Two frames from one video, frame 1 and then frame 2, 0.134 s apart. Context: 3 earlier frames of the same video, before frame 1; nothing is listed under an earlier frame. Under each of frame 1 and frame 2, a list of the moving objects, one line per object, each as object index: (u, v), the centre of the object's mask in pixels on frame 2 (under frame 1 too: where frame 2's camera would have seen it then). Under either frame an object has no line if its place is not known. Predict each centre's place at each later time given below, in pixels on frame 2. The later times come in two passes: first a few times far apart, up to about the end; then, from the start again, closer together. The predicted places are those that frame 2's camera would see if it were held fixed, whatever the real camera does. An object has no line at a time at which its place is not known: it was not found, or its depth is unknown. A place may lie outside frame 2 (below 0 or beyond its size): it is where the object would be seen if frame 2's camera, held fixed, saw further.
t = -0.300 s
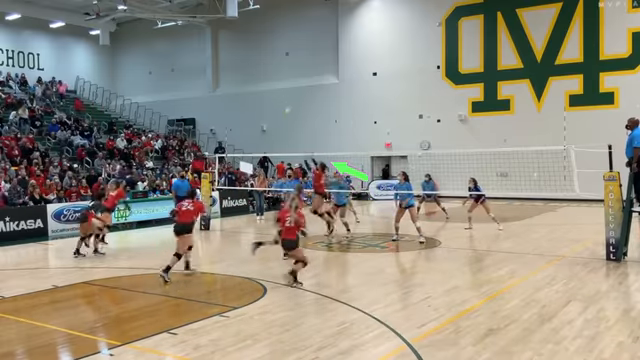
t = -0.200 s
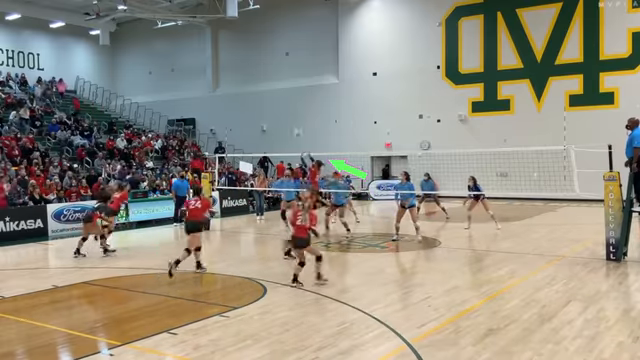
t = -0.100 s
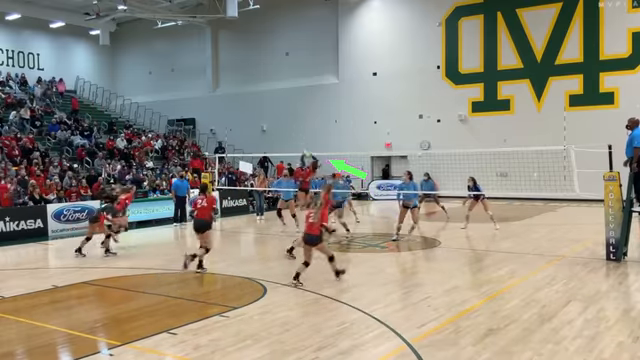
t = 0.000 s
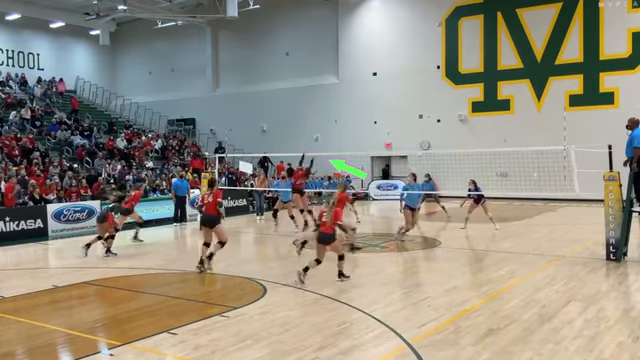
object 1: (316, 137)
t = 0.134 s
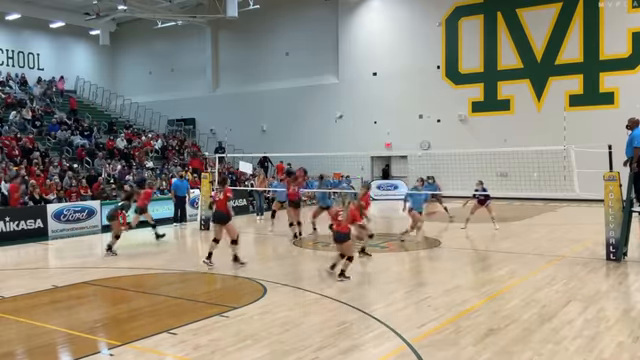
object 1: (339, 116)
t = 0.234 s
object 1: (359, 103)
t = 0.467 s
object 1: (403, 93)
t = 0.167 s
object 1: (346, 111)
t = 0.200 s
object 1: (352, 108)
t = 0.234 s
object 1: (359, 103)
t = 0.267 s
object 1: (365, 101)
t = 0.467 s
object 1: (403, 93)
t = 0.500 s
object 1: (409, 93)
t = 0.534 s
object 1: (416, 94)
